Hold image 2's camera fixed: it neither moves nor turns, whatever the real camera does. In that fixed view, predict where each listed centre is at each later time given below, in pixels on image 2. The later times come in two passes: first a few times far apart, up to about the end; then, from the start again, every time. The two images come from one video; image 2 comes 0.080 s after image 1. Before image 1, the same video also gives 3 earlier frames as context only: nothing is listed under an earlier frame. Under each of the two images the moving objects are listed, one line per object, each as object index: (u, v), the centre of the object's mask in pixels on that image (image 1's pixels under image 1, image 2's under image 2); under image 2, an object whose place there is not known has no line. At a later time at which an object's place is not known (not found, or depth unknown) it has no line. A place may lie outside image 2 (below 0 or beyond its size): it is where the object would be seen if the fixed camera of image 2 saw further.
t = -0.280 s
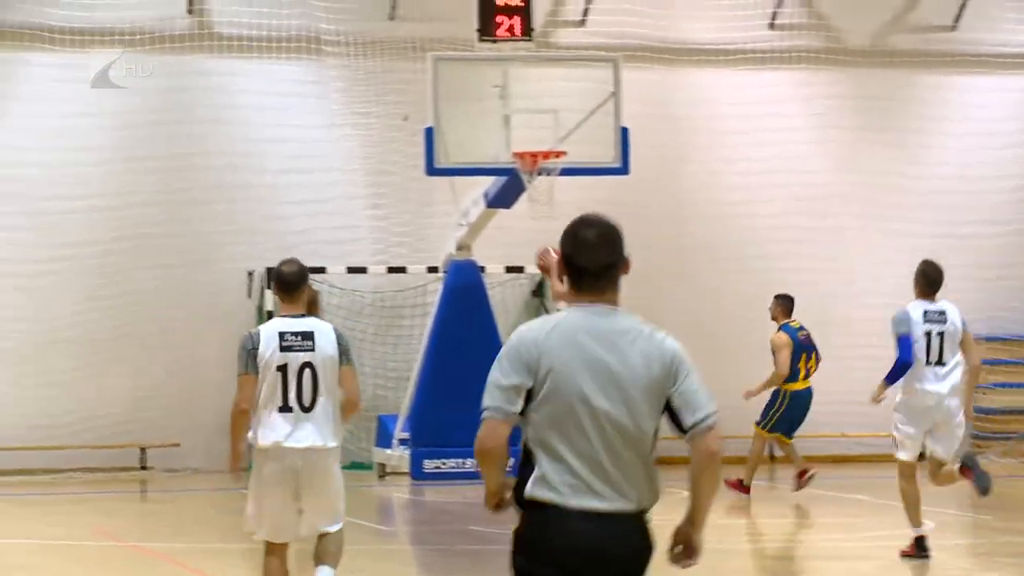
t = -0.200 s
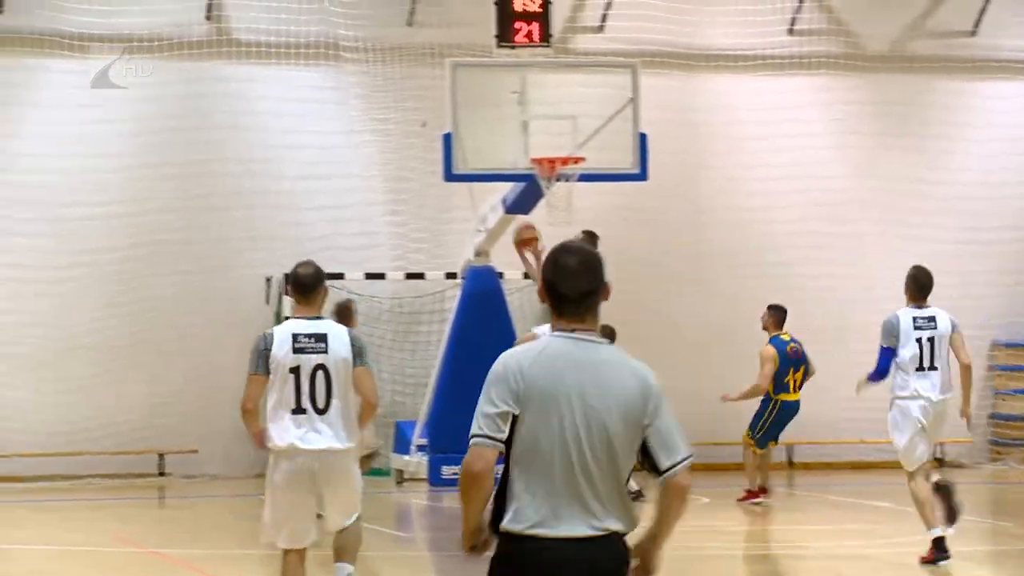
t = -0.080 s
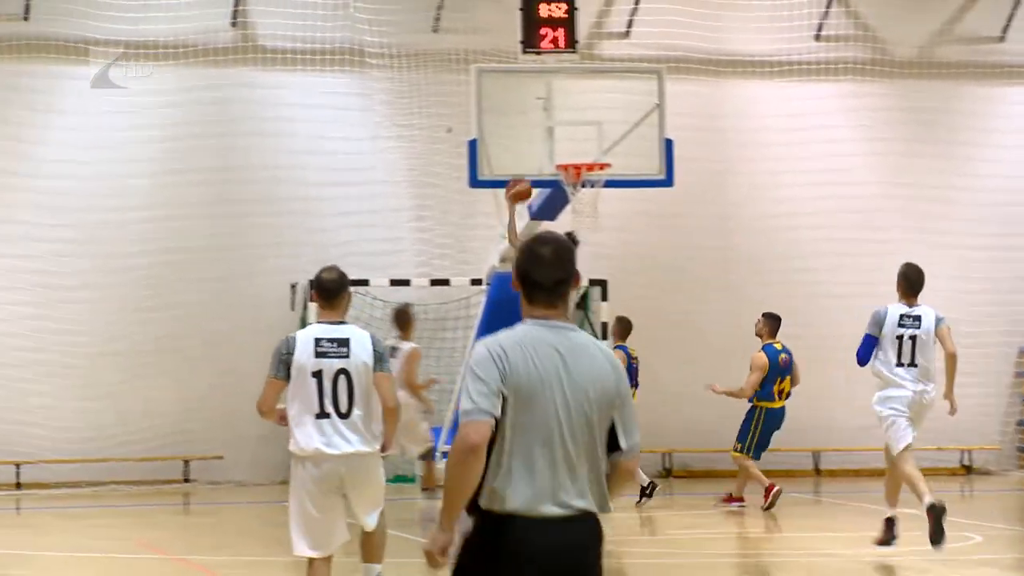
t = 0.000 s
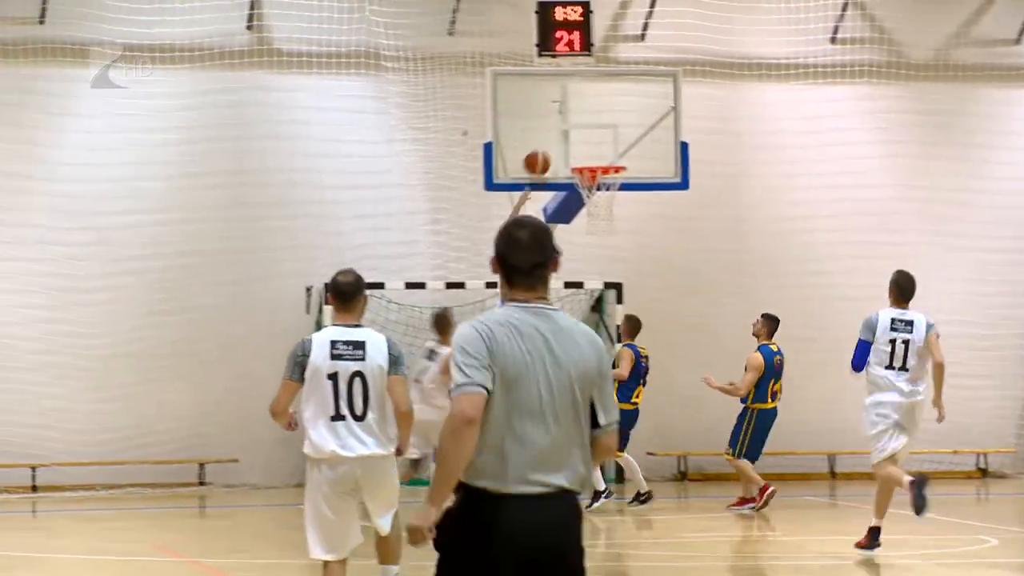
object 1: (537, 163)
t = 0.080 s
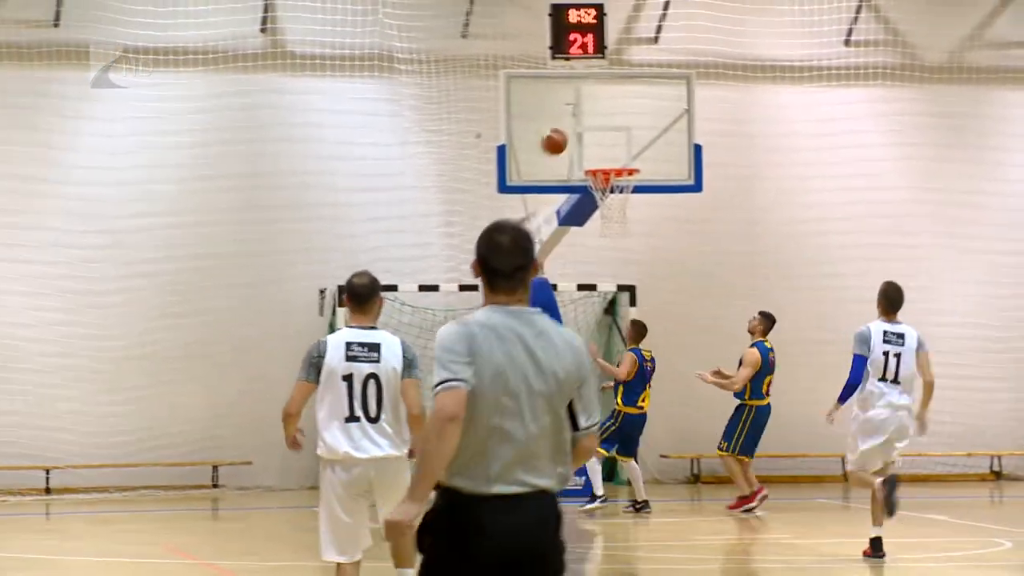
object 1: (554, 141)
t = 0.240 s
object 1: (563, 122)
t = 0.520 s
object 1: (589, 158)
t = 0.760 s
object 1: (616, 161)
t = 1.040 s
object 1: (590, 199)
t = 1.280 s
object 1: (599, 217)
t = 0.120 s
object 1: (554, 132)
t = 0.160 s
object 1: (556, 126)
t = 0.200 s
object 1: (559, 123)
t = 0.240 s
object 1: (563, 122)
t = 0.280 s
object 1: (566, 123)
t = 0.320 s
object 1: (570, 125)
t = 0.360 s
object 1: (573, 129)
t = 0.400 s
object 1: (577, 135)
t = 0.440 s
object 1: (581, 141)
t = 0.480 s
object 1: (585, 151)
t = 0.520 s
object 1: (589, 158)
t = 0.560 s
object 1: (593, 156)
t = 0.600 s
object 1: (598, 154)
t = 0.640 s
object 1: (603, 154)
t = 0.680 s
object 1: (608, 156)
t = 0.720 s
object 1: (612, 158)
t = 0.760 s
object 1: (616, 161)
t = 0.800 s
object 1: (617, 168)
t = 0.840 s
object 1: (613, 169)
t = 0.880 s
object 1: (605, 167)
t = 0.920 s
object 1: (602, 185)
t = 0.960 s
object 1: (597, 190)
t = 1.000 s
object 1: (593, 196)
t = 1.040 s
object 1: (590, 199)
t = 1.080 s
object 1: (589, 202)
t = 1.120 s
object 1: (589, 203)
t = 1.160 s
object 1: (591, 205)
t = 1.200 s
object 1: (592, 208)
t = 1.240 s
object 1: (596, 212)
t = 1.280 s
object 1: (599, 217)
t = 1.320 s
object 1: (603, 221)
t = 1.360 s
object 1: (608, 228)
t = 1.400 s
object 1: (612, 235)
